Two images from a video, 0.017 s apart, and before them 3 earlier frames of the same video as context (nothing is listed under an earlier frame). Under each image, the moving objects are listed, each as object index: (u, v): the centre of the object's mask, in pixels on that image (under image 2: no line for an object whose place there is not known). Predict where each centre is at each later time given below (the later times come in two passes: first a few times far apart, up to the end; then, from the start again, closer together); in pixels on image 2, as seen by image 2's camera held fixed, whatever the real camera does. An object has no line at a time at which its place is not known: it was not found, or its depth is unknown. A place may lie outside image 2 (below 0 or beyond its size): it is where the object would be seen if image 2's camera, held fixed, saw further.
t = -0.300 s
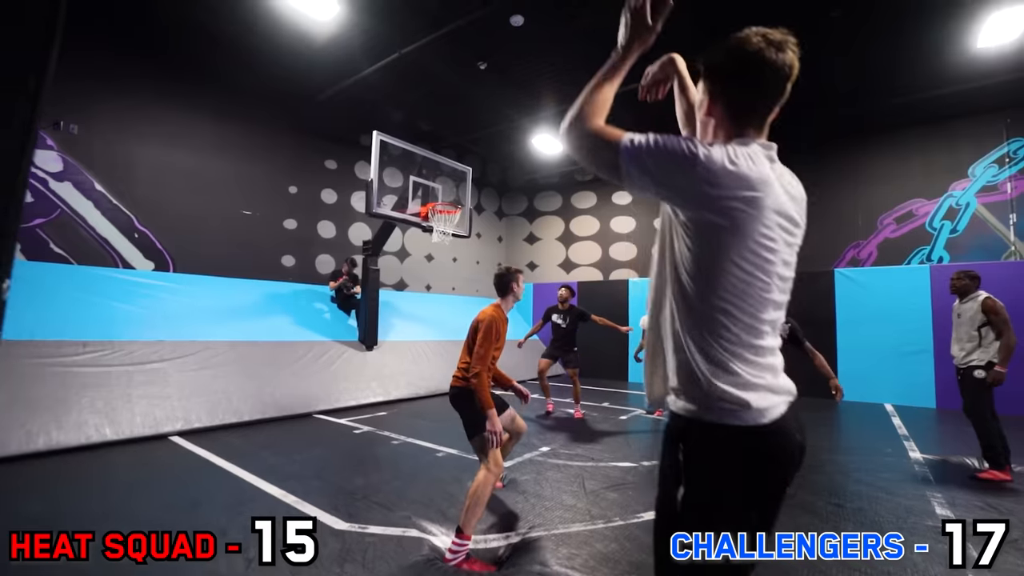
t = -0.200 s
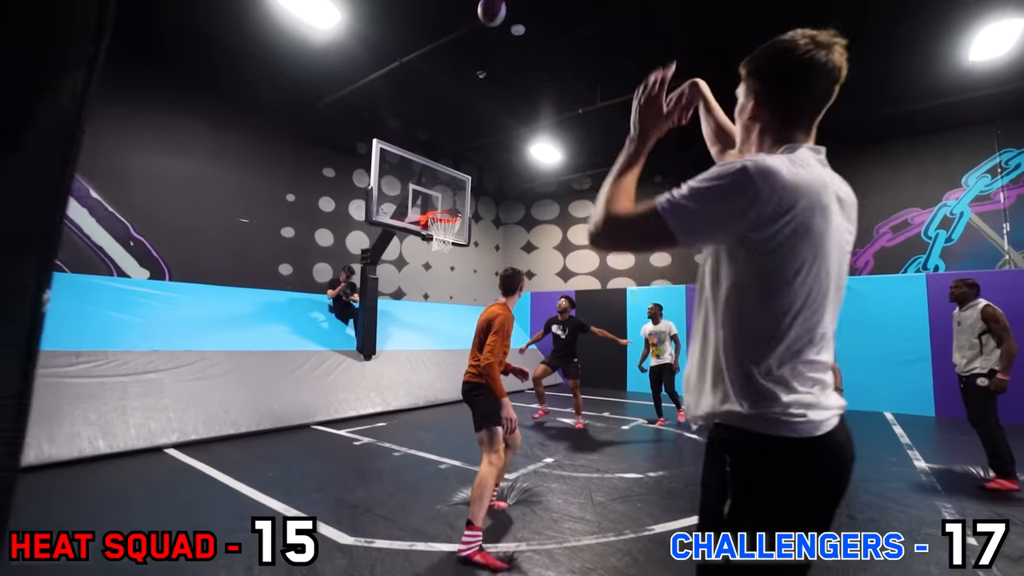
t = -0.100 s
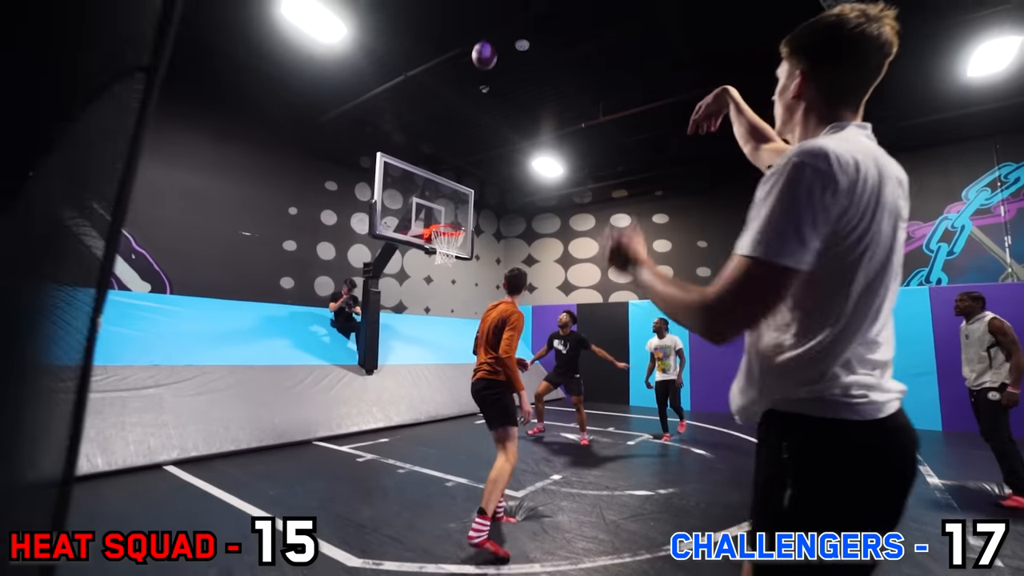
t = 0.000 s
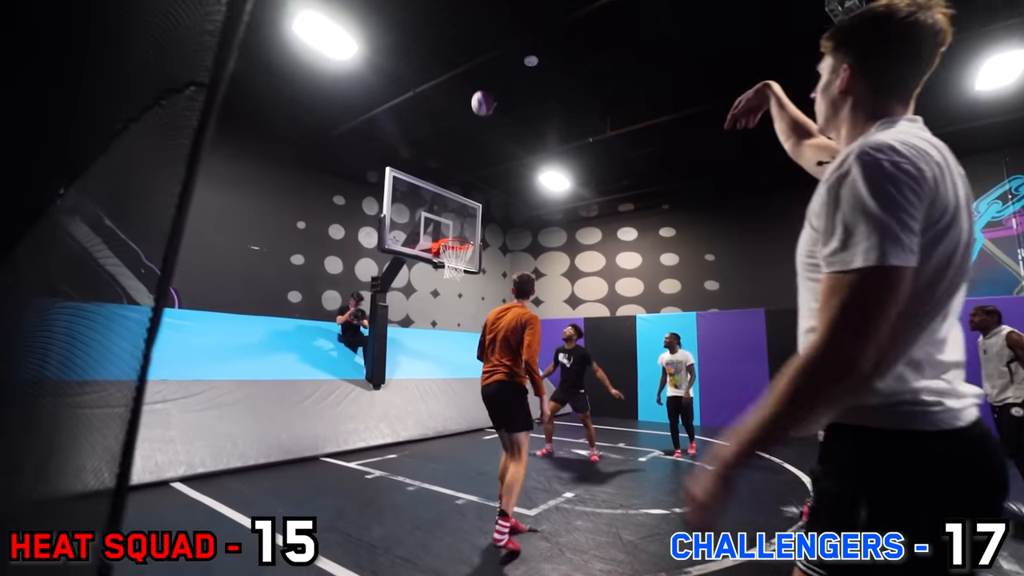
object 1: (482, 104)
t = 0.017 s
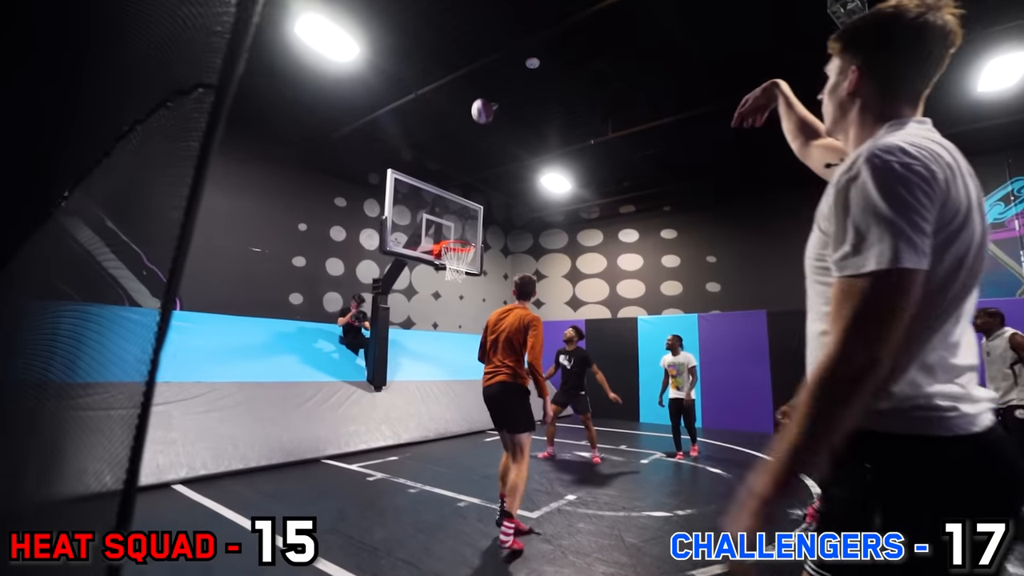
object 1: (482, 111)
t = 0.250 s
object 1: (463, 194)
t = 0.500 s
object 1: (474, 199)
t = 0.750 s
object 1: (516, 143)
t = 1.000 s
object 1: (565, 124)
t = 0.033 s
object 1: (481, 117)
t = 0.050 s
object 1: (479, 122)
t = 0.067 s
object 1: (478, 128)
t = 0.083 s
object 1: (476, 134)
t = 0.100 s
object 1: (475, 140)
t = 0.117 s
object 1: (473, 146)
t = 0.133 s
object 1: (472, 152)
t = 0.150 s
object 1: (471, 158)
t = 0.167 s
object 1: (469, 164)
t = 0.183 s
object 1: (468, 170)
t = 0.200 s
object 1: (467, 176)
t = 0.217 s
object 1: (465, 182)
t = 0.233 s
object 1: (465, 188)
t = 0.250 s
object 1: (463, 194)
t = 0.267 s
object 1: (461, 200)
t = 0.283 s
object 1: (461, 208)
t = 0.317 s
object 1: (458, 219)
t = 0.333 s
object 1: (457, 226)
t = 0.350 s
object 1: (455, 233)
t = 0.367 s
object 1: (455, 237)
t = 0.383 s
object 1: (456, 236)
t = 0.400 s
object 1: (458, 231)
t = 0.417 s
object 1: (460, 226)
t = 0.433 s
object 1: (463, 220)
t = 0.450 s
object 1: (466, 215)
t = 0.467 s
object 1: (468, 210)
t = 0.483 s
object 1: (470, 204)
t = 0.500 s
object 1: (474, 199)
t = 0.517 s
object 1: (477, 195)
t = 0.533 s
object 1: (479, 191)
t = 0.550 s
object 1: (482, 186)
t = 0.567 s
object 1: (485, 181)
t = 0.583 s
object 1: (487, 177)
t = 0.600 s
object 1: (490, 173)
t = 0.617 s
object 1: (493, 169)
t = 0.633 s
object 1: (496, 165)
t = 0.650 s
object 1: (499, 162)
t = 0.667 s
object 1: (501, 158)
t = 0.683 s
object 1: (505, 154)
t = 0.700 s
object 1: (508, 151)
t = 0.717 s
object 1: (510, 148)
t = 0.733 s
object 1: (513, 145)
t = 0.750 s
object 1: (516, 143)
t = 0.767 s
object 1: (519, 140)
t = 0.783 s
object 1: (522, 138)
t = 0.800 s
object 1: (525, 136)
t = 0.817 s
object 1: (528, 133)
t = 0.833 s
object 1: (531, 132)
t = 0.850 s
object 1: (534, 131)
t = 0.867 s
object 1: (538, 129)
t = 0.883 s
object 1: (541, 128)
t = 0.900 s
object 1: (544, 127)
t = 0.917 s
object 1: (548, 126)
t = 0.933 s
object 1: (551, 125)
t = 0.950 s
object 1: (555, 124)
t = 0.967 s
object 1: (558, 124)
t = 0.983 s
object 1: (562, 124)
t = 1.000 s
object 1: (565, 124)
